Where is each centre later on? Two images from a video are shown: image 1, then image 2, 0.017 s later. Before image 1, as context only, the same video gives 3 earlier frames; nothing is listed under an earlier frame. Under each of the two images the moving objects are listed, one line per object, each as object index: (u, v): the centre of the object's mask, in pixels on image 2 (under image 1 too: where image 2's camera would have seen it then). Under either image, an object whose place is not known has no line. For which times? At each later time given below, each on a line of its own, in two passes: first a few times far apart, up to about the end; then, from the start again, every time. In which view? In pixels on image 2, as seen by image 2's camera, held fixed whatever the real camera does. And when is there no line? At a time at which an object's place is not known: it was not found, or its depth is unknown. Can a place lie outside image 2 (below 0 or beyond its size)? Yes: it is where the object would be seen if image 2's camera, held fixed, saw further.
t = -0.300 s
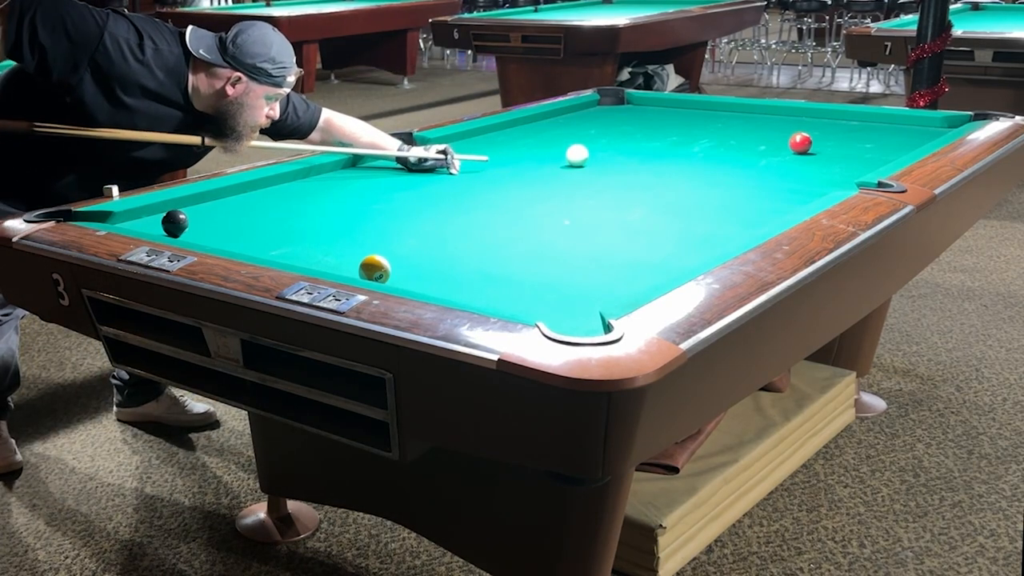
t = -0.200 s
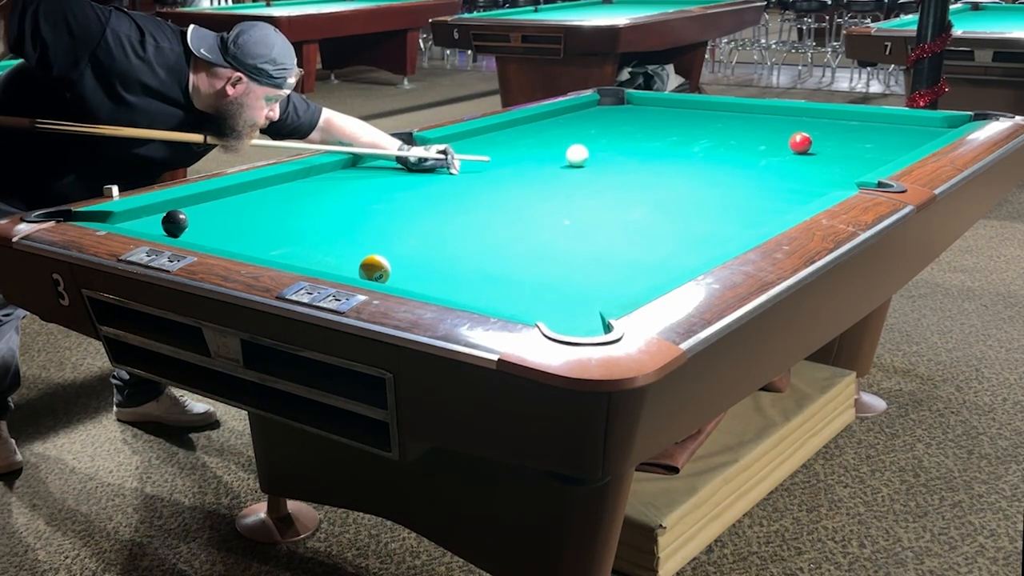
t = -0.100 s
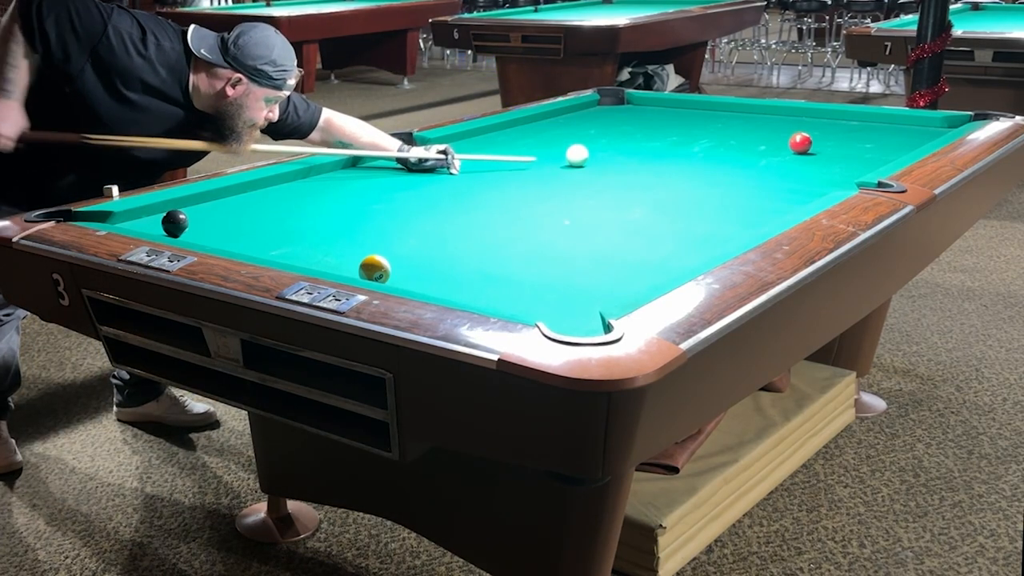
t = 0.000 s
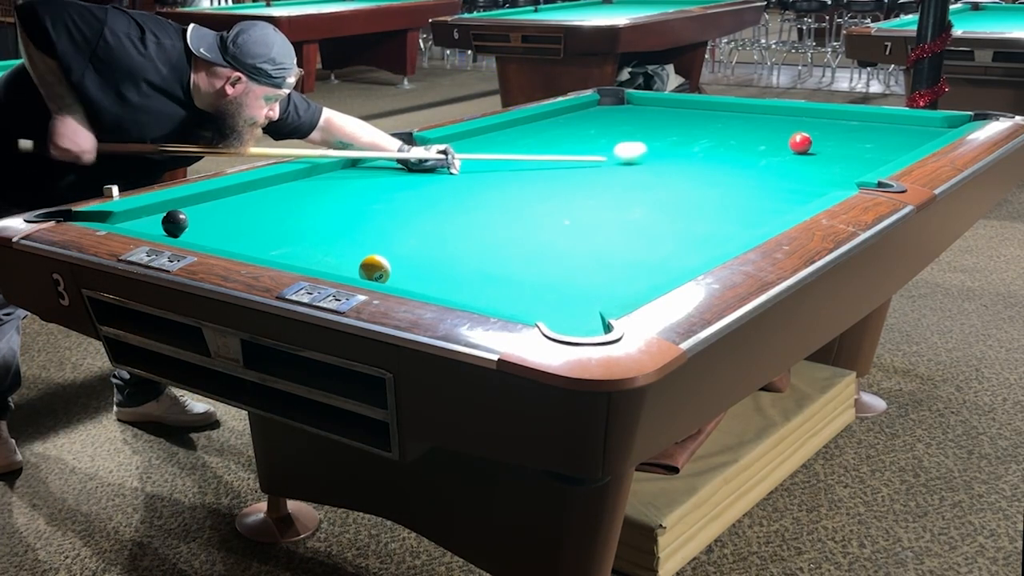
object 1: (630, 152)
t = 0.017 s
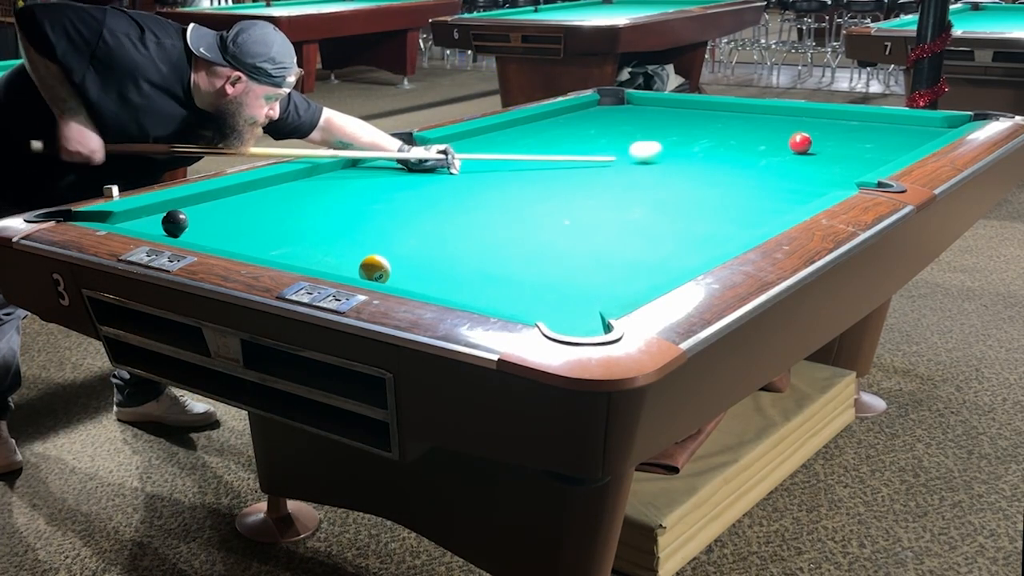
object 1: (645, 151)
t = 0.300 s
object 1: (805, 149)
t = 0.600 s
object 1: (853, 156)
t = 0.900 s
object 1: (870, 161)
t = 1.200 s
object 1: (834, 164)
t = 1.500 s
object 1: (801, 166)
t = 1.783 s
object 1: (772, 168)
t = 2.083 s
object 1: (744, 170)
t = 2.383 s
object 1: (718, 171)
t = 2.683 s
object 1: (695, 173)
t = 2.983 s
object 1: (674, 174)
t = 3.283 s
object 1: (656, 175)
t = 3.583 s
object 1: (641, 176)
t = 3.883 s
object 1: (629, 177)
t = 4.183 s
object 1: (620, 177)
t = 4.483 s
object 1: (614, 178)
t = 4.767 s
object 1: (610, 178)
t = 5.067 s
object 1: (609, 178)
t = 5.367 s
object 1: (609, 178)
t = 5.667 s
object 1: (609, 178)
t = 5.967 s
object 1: (609, 178)
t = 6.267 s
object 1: (609, 178)
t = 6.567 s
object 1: (609, 178)
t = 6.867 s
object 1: (609, 178)
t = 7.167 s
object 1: (609, 178)
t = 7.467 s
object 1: (609, 178)
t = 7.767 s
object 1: (609, 178)
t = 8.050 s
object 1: (609, 178)
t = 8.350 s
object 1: (609, 178)
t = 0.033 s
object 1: (660, 151)
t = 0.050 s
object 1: (675, 149)
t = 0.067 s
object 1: (690, 149)
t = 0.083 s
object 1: (704, 148)
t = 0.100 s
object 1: (719, 148)
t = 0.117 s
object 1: (732, 147)
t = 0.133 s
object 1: (746, 146)
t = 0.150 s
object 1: (759, 146)
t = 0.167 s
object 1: (772, 145)
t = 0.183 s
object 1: (783, 145)
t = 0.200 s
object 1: (788, 146)
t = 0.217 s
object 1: (791, 146)
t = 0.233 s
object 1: (794, 147)
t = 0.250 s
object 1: (797, 147)
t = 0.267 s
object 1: (800, 148)
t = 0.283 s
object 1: (803, 148)
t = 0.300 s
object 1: (805, 149)
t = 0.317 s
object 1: (808, 149)
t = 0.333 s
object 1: (810, 149)
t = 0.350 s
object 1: (813, 150)
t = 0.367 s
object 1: (816, 150)
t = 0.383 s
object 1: (818, 151)
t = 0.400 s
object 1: (821, 151)
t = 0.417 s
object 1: (824, 152)
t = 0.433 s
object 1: (827, 152)
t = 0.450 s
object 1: (829, 153)
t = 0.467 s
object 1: (832, 153)
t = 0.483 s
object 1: (834, 153)
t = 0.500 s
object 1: (837, 154)
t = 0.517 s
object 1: (840, 154)
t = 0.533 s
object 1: (842, 155)
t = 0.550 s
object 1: (845, 155)
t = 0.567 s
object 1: (848, 156)
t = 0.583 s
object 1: (851, 156)
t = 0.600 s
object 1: (853, 156)
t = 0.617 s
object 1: (856, 157)
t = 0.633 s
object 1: (858, 157)
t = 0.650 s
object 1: (861, 158)
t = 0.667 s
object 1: (864, 158)
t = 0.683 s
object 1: (867, 159)
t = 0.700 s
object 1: (869, 159)
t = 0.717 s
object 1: (872, 159)
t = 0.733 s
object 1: (875, 159)
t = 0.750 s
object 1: (877, 159)
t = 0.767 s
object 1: (879, 158)
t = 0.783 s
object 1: (881, 159)
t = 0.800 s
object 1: (882, 159)
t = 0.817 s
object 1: (880, 159)
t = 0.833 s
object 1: (878, 159)
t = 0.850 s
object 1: (876, 160)
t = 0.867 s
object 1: (874, 160)
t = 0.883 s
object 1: (871, 161)
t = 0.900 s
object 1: (870, 161)
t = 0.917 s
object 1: (868, 162)
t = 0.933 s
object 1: (866, 162)
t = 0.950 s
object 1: (864, 162)
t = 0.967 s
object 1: (862, 163)
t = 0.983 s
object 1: (860, 163)
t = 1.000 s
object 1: (858, 163)
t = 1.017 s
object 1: (856, 163)
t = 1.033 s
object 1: (854, 163)
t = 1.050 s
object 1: (852, 163)
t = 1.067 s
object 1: (850, 164)
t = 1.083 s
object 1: (848, 164)
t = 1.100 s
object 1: (846, 164)
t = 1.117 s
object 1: (844, 164)
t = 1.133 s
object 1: (842, 164)
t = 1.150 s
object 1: (841, 164)
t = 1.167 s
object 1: (838, 164)
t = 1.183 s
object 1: (836, 164)
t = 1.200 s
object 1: (834, 164)
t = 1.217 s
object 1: (833, 164)
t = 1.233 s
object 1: (831, 165)
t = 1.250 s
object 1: (829, 165)
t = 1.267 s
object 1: (827, 165)
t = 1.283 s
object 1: (825, 165)
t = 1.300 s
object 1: (823, 165)
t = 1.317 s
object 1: (821, 165)
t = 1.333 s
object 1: (819, 165)
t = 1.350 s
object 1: (817, 165)
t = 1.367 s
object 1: (815, 165)
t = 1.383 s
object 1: (814, 166)
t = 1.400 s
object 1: (812, 166)
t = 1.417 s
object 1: (810, 166)
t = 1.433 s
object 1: (808, 166)
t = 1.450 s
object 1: (806, 166)
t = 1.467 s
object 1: (804, 166)
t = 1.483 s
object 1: (803, 166)
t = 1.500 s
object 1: (801, 166)
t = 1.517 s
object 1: (799, 166)
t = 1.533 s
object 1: (797, 166)
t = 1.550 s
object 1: (796, 166)
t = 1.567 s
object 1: (794, 167)
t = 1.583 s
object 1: (792, 167)
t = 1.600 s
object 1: (790, 167)
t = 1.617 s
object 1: (788, 167)
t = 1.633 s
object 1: (787, 167)
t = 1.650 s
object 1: (785, 167)
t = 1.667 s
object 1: (783, 167)
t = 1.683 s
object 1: (782, 167)
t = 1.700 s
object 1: (780, 167)
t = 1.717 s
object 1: (778, 167)
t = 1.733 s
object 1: (777, 167)
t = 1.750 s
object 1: (775, 168)
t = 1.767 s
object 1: (773, 168)
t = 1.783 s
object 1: (772, 168)
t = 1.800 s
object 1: (770, 168)
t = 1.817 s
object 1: (769, 168)
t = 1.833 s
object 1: (767, 168)
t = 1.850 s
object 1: (765, 168)
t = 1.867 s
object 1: (763, 168)
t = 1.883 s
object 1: (762, 168)
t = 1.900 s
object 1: (760, 169)
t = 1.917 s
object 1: (759, 169)
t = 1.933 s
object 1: (757, 169)
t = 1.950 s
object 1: (756, 169)
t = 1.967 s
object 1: (754, 169)
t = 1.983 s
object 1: (753, 169)
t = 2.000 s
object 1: (751, 169)
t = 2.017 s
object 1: (750, 169)
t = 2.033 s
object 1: (748, 169)
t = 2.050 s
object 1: (746, 169)
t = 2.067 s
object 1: (745, 170)
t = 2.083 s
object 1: (744, 170)
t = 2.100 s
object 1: (742, 170)
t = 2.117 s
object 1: (740, 170)
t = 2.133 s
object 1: (739, 170)
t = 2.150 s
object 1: (738, 170)
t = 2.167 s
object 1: (736, 170)
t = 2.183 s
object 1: (735, 170)
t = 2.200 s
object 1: (733, 170)
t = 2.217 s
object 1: (732, 171)
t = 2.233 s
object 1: (730, 171)
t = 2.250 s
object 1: (729, 171)
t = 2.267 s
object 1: (727, 171)
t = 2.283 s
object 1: (726, 171)
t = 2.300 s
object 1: (725, 171)
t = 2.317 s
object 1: (723, 171)
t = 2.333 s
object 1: (722, 171)
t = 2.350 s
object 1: (721, 171)
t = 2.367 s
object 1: (719, 171)
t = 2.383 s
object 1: (718, 171)
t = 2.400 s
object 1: (717, 171)
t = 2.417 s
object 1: (715, 171)
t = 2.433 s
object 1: (714, 172)
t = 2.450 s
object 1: (713, 172)
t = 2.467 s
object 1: (711, 172)
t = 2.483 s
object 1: (710, 172)
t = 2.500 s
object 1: (709, 172)
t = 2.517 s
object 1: (707, 172)
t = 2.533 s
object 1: (706, 172)
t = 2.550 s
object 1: (705, 172)
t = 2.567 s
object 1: (703, 172)
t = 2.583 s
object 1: (702, 172)
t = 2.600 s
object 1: (701, 172)
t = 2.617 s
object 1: (699, 172)
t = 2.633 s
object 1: (698, 173)
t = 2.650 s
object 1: (697, 173)
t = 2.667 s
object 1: (696, 173)
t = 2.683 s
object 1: (695, 173)
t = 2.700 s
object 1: (693, 173)
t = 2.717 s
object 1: (692, 173)
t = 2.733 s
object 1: (691, 173)
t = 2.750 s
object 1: (690, 173)
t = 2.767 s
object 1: (688, 173)
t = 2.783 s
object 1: (687, 173)
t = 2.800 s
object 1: (686, 173)
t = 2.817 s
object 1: (685, 173)
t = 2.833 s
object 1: (684, 173)
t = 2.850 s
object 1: (683, 174)
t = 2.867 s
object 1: (682, 174)
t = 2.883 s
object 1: (681, 174)
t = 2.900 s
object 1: (679, 174)
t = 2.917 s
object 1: (678, 174)
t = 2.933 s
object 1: (677, 174)
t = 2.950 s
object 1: (676, 174)
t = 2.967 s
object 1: (675, 174)
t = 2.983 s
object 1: (674, 174)
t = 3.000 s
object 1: (673, 174)
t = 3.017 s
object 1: (672, 174)
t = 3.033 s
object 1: (671, 174)
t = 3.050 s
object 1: (670, 174)
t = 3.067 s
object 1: (669, 174)
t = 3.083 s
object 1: (668, 174)
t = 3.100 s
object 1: (667, 174)
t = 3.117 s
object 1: (666, 174)
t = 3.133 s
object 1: (665, 174)
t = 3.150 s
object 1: (664, 174)
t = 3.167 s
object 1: (663, 175)
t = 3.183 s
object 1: (662, 174)
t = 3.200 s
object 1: (661, 175)
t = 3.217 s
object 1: (660, 175)
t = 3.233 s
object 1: (659, 175)
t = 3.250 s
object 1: (658, 175)
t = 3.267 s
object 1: (657, 175)
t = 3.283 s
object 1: (656, 175)
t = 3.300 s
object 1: (655, 175)
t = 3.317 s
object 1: (654, 175)
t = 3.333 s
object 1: (654, 175)
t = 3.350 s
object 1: (653, 175)
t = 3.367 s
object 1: (652, 175)
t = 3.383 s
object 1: (651, 175)
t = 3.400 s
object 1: (650, 175)
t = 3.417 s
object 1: (649, 175)
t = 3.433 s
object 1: (649, 175)
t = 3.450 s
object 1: (648, 175)
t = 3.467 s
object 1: (647, 176)
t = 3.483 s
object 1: (646, 176)
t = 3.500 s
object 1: (645, 176)
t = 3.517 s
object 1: (644, 176)
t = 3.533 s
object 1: (644, 176)
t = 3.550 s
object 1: (643, 176)
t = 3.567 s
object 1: (642, 176)
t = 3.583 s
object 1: (641, 176)
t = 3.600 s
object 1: (641, 176)
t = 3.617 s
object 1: (640, 176)
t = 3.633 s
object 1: (639, 176)
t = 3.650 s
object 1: (638, 176)
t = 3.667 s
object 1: (638, 176)
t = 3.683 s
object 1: (637, 176)
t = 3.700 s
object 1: (636, 176)
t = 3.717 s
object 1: (636, 176)
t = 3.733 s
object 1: (635, 176)
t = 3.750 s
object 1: (634, 176)
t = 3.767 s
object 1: (634, 176)
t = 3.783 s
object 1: (633, 176)
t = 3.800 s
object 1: (632, 176)
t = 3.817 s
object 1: (632, 176)
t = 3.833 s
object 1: (631, 177)
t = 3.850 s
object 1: (631, 176)
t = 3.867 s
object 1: (630, 176)
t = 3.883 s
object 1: (629, 177)
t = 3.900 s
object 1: (629, 177)
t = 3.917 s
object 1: (628, 177)
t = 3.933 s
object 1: (627, 177)
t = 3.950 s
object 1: (627, 177)
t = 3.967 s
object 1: (626, 177)
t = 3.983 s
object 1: (626, 177)
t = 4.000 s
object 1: (625, 177)
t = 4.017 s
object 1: (625, 177)
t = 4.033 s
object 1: (624, 177)
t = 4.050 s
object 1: (624, 177)
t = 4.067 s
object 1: (623, 177)
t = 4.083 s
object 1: (623, 177)
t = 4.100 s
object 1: (622, 177)
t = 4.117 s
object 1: (622, 177)
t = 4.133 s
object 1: (621, 177)
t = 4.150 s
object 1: (621, 177)
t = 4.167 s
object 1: (620, 177)
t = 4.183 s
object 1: (620, 177)
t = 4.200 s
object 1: (620, 177)
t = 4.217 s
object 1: (619, 177)
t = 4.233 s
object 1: (619, 177)
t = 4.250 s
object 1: (618, 177)
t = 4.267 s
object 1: (618, 177)
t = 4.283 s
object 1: (618, 177)
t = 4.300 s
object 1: (617, 177)
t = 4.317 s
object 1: (617, 177)
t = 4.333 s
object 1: (616, 178)
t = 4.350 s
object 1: (616, 177)
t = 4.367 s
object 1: (616, 177)
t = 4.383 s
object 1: (615, 177)
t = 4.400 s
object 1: (615, 177)
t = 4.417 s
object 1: (615, 177)
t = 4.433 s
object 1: (614, 178)
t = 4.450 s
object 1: (614, 178)
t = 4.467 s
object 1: (614, 177)
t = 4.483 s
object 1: (614, 178)
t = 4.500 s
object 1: (613, 178)
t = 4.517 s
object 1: (613, 178)
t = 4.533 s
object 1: (613, 178)
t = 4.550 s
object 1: (612, 178)
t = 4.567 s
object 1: (612, 178)
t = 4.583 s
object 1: (612, 178)
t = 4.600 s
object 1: (612, 178)
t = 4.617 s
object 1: (611, 178)
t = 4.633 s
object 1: (611, 178)
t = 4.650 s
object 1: (611, 178)
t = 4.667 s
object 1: (611, 178)
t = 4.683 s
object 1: (611, 178)
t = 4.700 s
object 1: (610, 178)
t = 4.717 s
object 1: (610, 178)
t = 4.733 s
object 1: (610, 178)
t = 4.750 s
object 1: (610, 178)
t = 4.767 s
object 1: (610, 178)
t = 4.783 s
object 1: (610, 178)
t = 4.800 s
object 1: (609, 178)
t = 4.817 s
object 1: (609, 178)
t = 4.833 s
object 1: (609, 178)
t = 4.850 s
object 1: (609, 178)
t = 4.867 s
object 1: (609, 178)
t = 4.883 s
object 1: (609, 178)
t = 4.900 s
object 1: (609, 178)
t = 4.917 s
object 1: (609, 178)
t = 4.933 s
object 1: (609, 178)
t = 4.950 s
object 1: (609, 178)
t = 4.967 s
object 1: (609, 178)
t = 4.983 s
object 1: (609, 178)
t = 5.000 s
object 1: (609, 178)
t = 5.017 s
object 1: (609, 178)
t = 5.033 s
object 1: (609, 178)
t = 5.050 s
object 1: (609, 178)
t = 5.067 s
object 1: (609, 178)
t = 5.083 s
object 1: (609, 178)
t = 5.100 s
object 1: (609, 178)
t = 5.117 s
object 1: (609, 178)
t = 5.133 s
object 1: (609, 178)
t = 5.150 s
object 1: (609, 178)
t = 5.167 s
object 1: (609, 178)
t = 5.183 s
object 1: (609, 178)
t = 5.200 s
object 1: (609, 178)
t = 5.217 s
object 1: (609, 178)
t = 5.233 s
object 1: (609, 178)
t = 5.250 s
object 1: (609, 178)
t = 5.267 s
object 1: (609, 178)
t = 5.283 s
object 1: (609, 178)
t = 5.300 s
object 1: (609, 178)
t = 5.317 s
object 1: (609, 178)
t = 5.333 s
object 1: (609, 178)
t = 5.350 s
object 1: (609, 178)
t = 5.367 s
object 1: (609, 178)
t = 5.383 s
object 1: (609, 178)
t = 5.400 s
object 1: (609, 178)
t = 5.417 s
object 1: (609, 178)
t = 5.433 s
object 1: (609, 178)
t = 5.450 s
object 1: (609, 178)
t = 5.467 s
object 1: (609, 178)
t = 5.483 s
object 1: (609, 178)
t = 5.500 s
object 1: (609, 178)
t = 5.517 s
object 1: (609, 178)
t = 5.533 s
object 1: (609, 178)
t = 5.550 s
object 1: (609, 178)
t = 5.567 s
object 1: (609, 178)
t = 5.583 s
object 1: (609, 178)
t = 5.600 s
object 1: (609, 178)
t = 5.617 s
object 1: (609, 178)
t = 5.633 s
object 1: (609, 178)
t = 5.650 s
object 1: (609, 178)
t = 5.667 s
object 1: (609, 178)
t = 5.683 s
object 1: (609, 178)
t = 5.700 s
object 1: (609, 178)
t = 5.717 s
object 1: (609, 178)
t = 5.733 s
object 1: (609, 178)
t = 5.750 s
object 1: (609, 178)
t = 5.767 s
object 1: (609, 178)
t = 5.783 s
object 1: (609, 178)
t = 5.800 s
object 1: (609, 178)
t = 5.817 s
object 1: (609, 178)
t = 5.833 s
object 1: (609, 178)
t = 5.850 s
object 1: (609, 178)
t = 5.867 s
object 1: (609, 178)
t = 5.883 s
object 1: (609, 178)
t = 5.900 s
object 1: (609, 178)
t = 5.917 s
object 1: (609, 178)
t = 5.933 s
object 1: (609, 178)
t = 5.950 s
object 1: (609, 178)
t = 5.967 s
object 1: (609, 178)
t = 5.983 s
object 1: (609, 178)
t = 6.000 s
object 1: (609, 178)
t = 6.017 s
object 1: (609, 178)
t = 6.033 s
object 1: (609, 178)
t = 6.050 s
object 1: (609, 178)
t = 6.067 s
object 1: (609, 178)
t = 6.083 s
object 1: (609, 178)
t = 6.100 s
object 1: (609, 178)
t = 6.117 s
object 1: (609, 178)
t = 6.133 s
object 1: (609, 178)
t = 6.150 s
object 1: (609, 178)
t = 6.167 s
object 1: (609, 178)
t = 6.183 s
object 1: (609, 178)
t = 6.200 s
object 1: (609, 178)
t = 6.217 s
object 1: (609, 178)
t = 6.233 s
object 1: (609, 178)
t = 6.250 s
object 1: (609, 178)
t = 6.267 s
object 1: (609, 178)
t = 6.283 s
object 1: (609, 178)
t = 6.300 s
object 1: (609, 178)
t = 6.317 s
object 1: (609, 178)
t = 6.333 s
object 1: (609, 178)
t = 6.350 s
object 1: (609, 178)
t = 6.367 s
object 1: (609, 178)
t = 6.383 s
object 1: (609, 178)
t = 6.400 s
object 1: (609, 178)
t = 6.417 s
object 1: (609, 178)
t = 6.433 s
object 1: (609, 178)
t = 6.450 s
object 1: (609, 178)
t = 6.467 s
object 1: (609, 178)
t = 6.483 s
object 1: (609, 178)
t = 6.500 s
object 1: (609, 178)
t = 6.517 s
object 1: (609, 178)
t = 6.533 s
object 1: (609, 178)
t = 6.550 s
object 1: (609, 178)
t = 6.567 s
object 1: (609, 178)
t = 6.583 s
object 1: (609, 178)
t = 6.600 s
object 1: (609, 178)
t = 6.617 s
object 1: (609, 178)
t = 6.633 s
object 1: (609, 178)
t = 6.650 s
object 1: (609, 178)
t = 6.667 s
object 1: (609, 178)
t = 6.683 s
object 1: (609, 178)
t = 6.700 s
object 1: (609, 178)
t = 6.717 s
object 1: (609, 178)
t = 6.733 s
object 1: (609, 178)
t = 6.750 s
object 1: (609, 178)
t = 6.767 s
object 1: (609, 178)
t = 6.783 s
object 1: (609, 178)
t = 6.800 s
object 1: (609, 178)
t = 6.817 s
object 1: (609, 178)
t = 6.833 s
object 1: (609, 178)
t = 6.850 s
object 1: (609, 178)
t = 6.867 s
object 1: (609, 178)
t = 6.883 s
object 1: (609, 178)
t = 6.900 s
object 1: (609, 178)
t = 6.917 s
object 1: (609, 178)
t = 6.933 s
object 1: (609, 178)
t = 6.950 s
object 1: (609, 178)
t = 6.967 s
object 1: (609, 178)
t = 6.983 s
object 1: (609, 178)
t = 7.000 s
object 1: (609, 178)
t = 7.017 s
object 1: (609, 178)
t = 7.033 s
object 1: (609, 178)
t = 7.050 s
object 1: (609, 178)
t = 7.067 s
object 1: (609, 178)
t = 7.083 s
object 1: (609, 178)
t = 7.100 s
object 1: (609, 178)
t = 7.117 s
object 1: (609, 178)
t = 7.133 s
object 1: (609, 178)
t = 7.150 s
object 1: (609, 178)
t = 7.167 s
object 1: (609, 178)
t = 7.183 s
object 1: (609, 178)
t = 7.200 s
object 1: (609, 178)
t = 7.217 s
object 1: (609, 178)
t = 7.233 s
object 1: (609, 178)
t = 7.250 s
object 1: (609, 178)
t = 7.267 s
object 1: (609, 178)
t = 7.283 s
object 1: (609, 178)
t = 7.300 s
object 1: (609, 178)
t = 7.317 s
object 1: (609, 178)
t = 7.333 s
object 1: (609, 178)
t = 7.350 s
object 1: (609, 178)
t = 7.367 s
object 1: (609, 178)
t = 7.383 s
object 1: (609, 178)
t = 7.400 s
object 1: (609, 178)
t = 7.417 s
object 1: (609, 178)
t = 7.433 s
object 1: (609, 178)
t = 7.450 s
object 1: (609, 178)
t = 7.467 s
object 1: (609, 178)
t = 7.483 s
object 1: (609, 178)
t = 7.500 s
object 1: (609, 178)
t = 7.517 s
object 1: (609, 178)
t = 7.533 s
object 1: (609, 178)
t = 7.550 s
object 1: (609, 178)
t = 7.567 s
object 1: (609, 178)
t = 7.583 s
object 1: (609, 178)
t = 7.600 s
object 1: (609, 178)
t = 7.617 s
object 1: (609, 178)
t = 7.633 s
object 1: (609, 178)
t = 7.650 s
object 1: (609, 178)
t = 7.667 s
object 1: (609, 178)
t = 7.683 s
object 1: (609, 178)
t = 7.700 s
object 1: (609, 178)
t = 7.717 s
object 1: (609, 178)
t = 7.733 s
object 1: (609, 178)
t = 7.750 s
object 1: (609, 178)
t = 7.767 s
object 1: (609, 178)
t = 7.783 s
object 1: (609, 178)
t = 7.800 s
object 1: (609, 178)
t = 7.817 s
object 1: (609, 178)
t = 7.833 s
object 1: (609, 178)
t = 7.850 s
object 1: (609, 178)
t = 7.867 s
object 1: (609, 178)
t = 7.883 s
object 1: (609, 178)
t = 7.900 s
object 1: (609, 178)
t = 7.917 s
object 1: (609, 178)
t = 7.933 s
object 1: (609, 178)
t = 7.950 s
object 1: (609, 178)
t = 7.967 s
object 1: (609, 178)
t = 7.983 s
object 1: (609, 178)
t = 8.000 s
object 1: (609, 178)
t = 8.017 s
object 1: (609, 178)
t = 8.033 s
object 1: (609, 178)
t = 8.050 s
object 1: (609, 178)
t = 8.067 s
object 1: (609, 178)
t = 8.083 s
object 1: (609, 178)
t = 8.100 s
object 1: (609, 178)
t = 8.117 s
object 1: (609, 178)
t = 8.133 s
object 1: (609, 178)
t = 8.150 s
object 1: (609, 178)
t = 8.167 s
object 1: (609, 178)
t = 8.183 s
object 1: (609, 178)
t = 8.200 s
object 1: (609, 178)
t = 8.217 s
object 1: (609, 178)
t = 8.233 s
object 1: (609, 178)
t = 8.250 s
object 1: (609, 178)
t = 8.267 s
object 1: (609, 178)
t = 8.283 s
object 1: (609, 178)
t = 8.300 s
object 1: (609, 178)
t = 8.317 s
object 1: (609, 178)
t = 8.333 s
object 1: (609, 178)
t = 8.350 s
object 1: (609, 178)
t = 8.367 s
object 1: (609, 178)
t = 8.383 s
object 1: (609, 178)
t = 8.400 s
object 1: (609, 178)
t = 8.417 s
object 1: (609, 178)
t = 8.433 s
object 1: (609, 178)
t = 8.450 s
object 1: (609, 178)
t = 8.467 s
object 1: (609, 178)
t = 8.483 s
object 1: (609, 178)
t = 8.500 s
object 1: (609, 178)
